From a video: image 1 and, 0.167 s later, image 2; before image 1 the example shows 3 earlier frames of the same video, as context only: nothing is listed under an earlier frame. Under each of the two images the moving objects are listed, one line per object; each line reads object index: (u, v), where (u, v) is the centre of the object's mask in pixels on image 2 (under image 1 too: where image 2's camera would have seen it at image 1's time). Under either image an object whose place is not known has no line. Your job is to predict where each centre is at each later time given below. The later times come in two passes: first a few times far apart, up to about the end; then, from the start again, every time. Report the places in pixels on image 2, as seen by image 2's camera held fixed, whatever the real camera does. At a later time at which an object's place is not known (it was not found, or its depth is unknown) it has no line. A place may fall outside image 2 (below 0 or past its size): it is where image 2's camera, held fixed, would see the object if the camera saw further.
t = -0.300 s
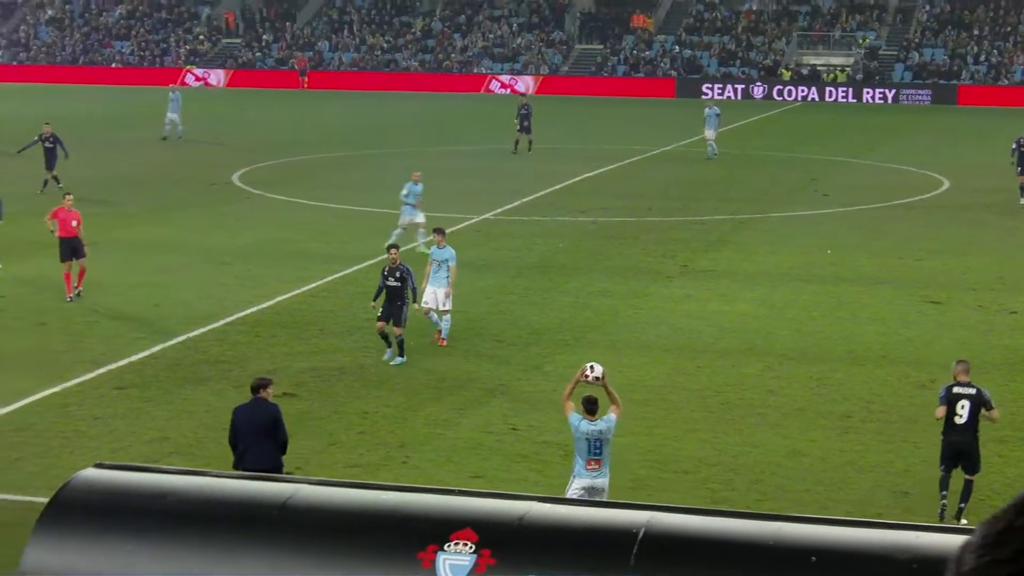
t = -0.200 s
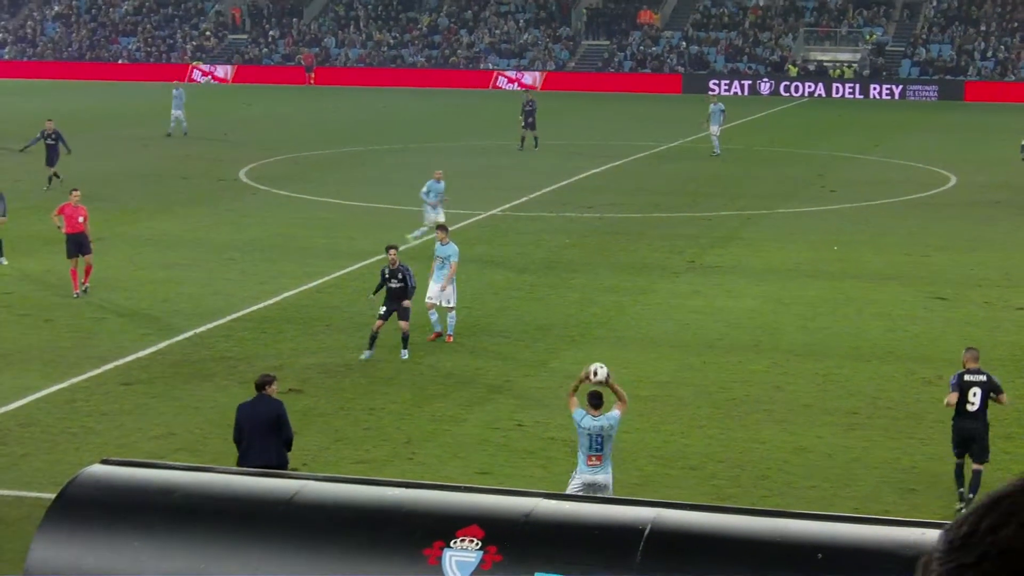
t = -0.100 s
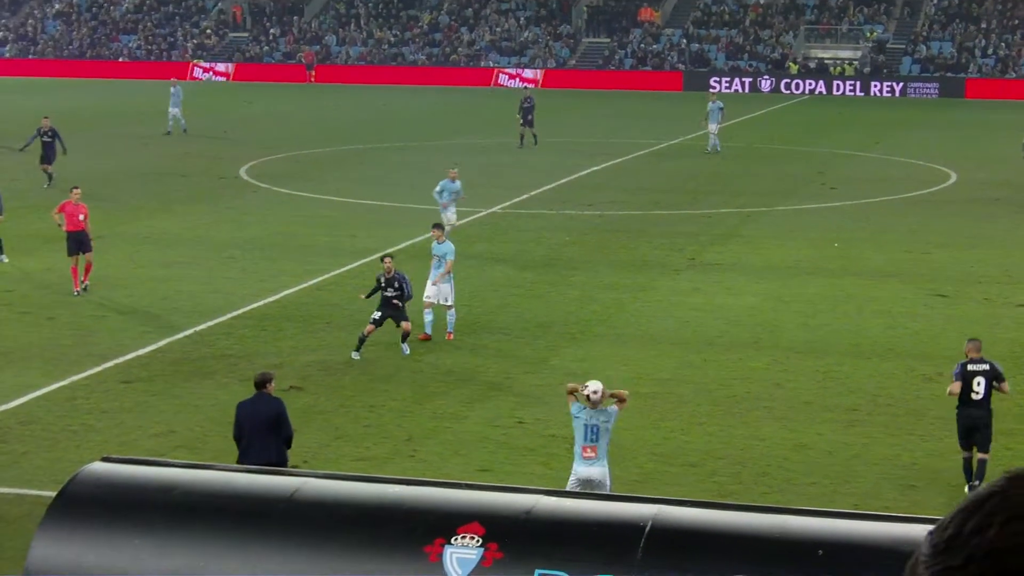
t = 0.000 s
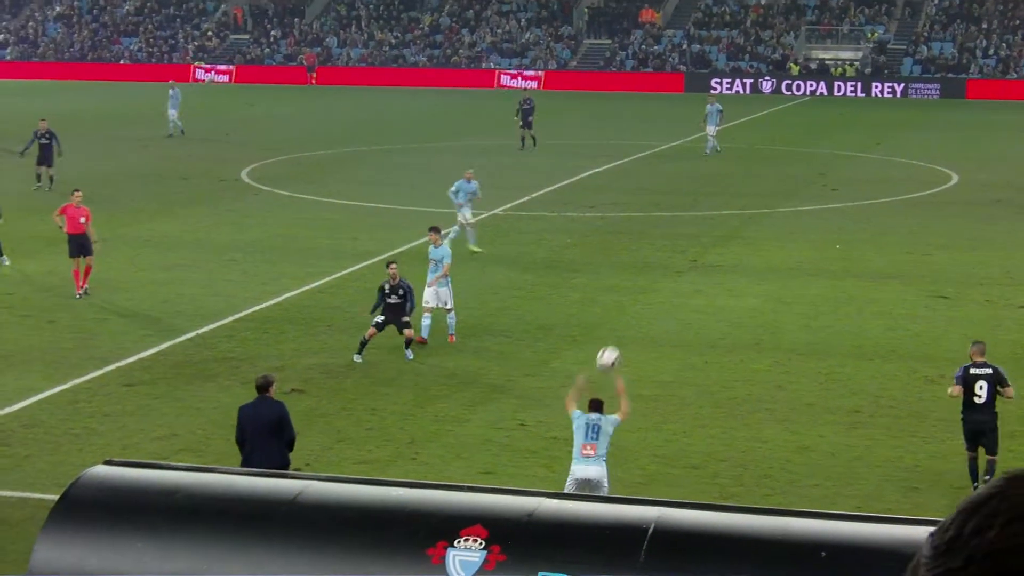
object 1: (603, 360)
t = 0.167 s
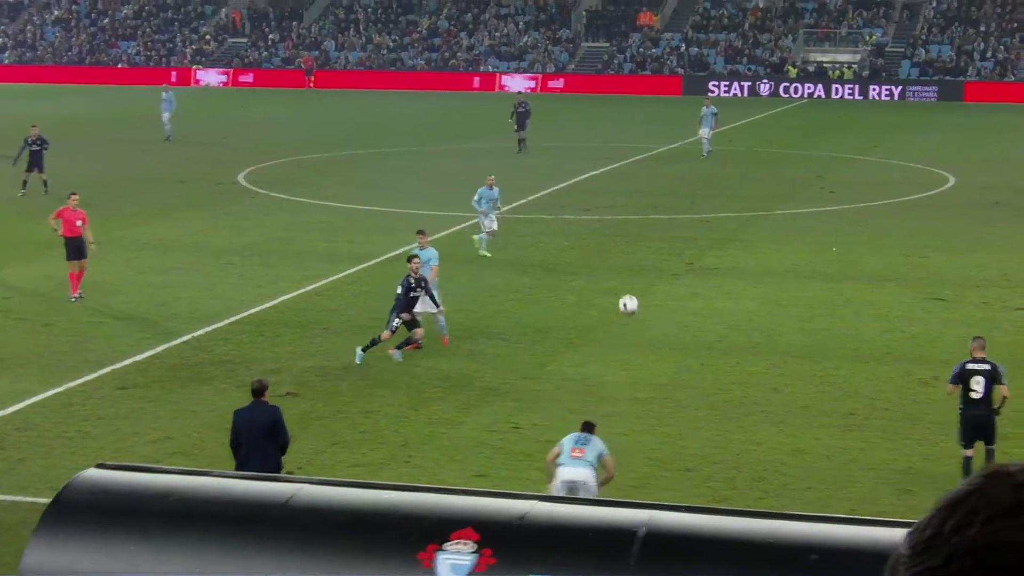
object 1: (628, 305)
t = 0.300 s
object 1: (644, 287)
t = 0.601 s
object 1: (671, 302)
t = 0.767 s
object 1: (681, 338)
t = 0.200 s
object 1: (631, 299)
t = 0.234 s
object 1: (637, 294)
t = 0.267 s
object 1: (642, 289)
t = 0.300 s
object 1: (644, 287)
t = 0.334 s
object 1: (648, 284)
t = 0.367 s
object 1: (653, 283)
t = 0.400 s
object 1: (655, 283)
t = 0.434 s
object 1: (659, 285)
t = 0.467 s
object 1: (661, 286)
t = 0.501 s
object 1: (663, 289)
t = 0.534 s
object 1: (666, 293)
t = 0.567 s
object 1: (669, 297)
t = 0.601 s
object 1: (671, 302)
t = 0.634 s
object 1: (673, 308)
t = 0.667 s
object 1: (675, 314)
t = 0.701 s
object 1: (676, 322)
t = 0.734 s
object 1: (679, 329)
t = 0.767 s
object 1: (681, 338)
